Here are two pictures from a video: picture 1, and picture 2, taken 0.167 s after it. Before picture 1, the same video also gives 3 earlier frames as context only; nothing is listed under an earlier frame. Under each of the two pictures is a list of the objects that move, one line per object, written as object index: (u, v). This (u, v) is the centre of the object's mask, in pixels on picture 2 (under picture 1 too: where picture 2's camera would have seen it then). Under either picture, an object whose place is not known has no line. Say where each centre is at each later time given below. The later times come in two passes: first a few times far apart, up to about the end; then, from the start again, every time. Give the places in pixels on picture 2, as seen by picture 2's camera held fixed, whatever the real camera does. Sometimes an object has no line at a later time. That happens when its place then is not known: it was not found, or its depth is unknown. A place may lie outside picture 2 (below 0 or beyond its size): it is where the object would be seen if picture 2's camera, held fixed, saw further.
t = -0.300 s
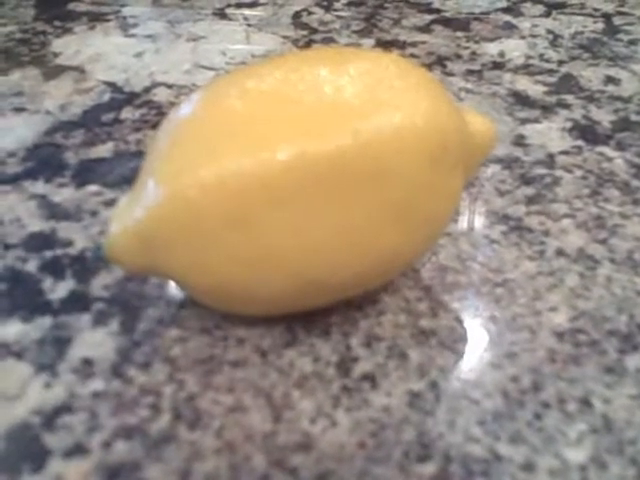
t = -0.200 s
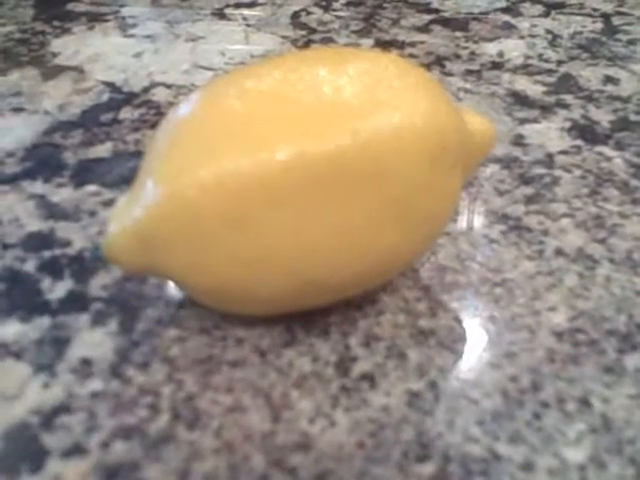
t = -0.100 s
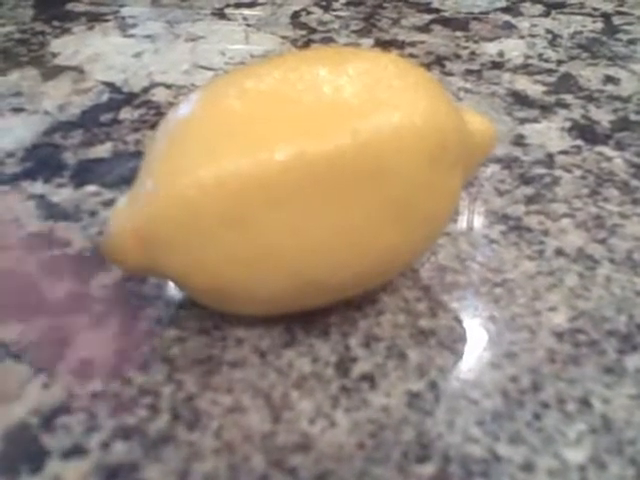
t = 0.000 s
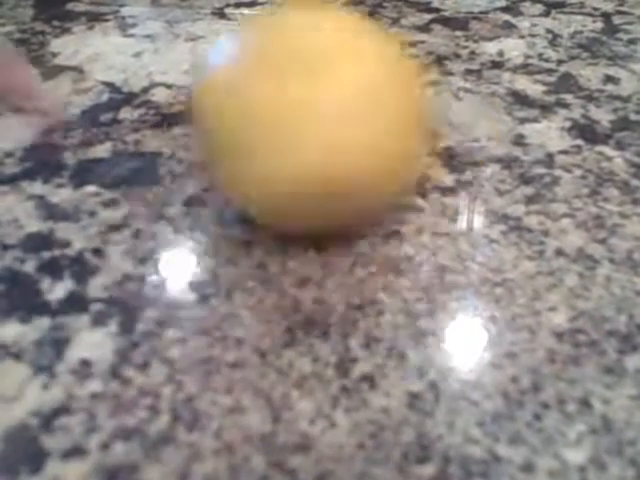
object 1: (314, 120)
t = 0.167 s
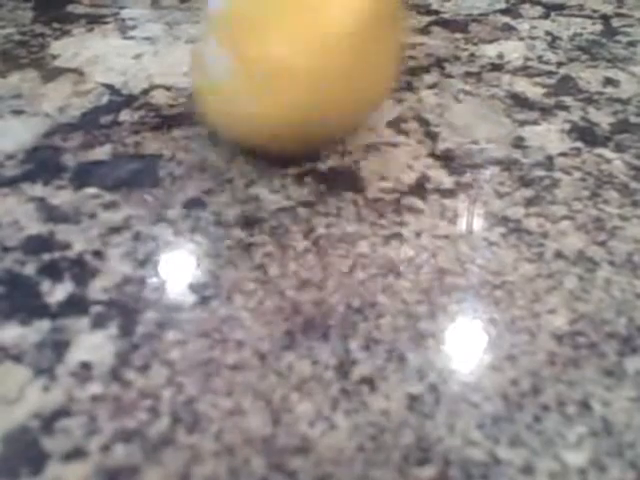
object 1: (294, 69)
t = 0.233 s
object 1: (315, 53)
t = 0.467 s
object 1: (294, 39)
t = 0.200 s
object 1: (305, 58)
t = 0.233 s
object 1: (315, 53)
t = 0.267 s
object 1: (317, 54)
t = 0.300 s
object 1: (304, 51)
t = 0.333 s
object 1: (302, 46)
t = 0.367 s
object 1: (317, 45)
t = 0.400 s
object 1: (310, 45)
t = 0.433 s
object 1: (296, 45)
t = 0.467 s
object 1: (294, 39)
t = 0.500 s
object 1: (303, 36)
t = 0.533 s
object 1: (308, 37)
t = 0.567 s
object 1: (302, 37)
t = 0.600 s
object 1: (292, 37)
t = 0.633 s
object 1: (296, 34)
